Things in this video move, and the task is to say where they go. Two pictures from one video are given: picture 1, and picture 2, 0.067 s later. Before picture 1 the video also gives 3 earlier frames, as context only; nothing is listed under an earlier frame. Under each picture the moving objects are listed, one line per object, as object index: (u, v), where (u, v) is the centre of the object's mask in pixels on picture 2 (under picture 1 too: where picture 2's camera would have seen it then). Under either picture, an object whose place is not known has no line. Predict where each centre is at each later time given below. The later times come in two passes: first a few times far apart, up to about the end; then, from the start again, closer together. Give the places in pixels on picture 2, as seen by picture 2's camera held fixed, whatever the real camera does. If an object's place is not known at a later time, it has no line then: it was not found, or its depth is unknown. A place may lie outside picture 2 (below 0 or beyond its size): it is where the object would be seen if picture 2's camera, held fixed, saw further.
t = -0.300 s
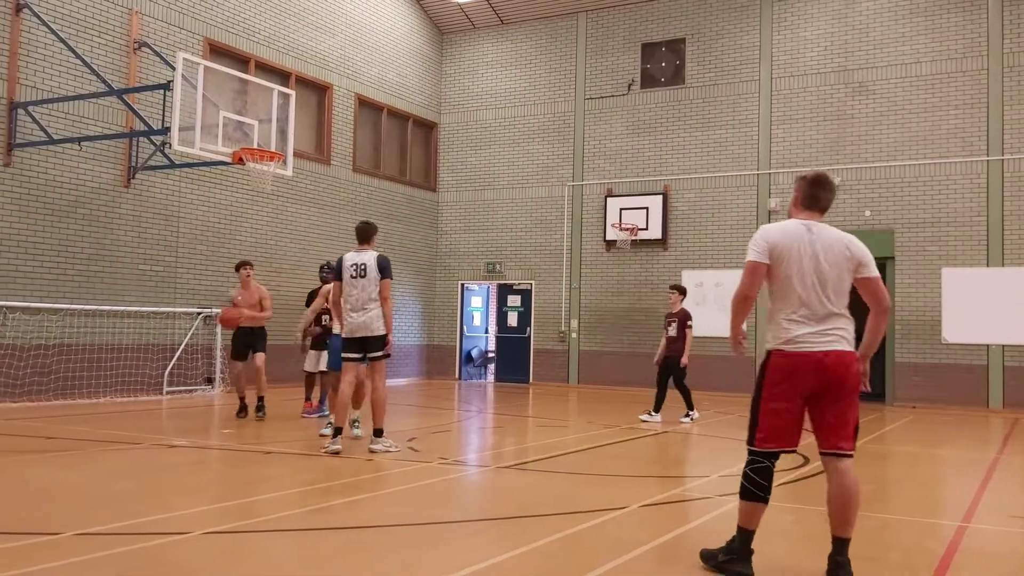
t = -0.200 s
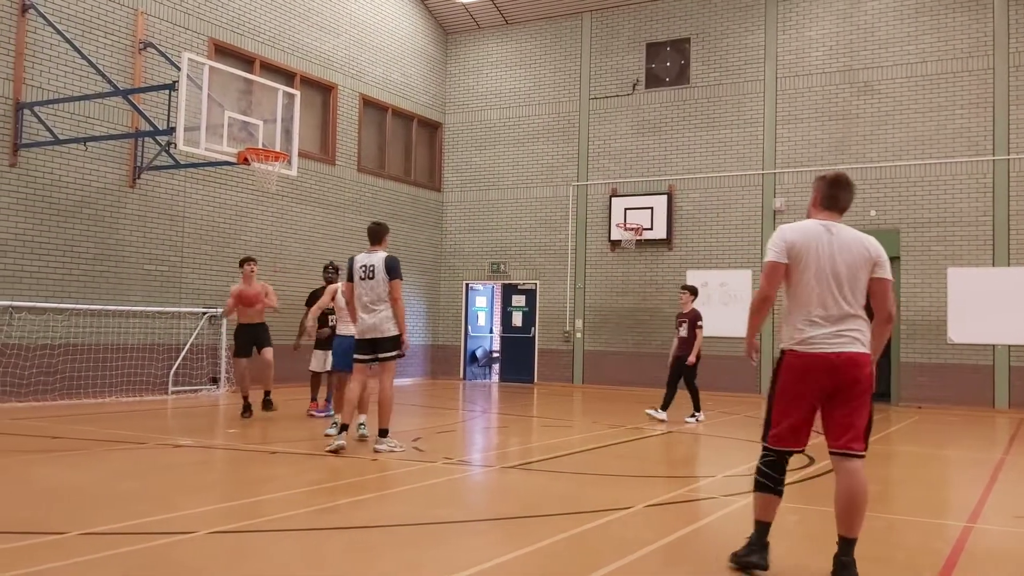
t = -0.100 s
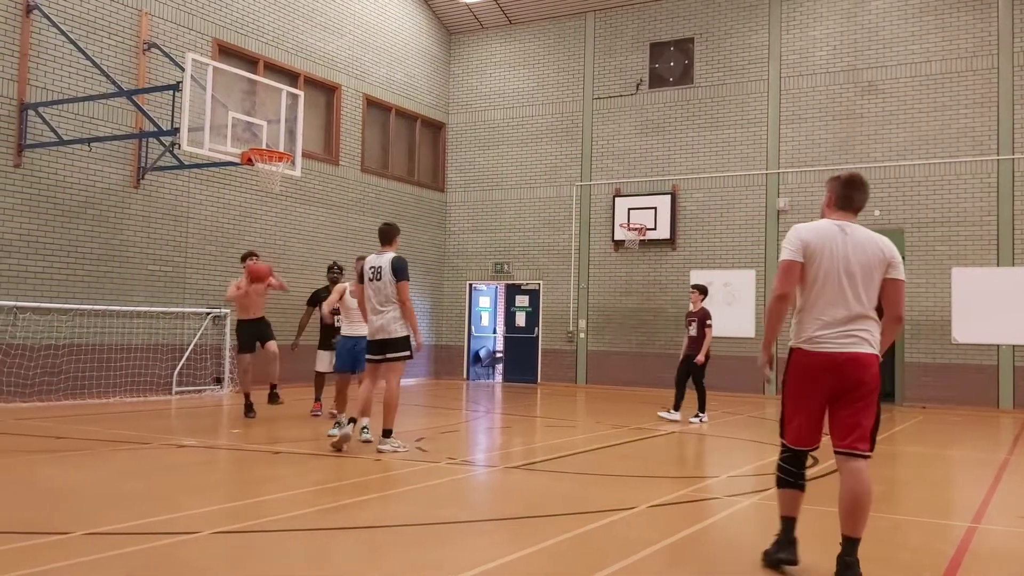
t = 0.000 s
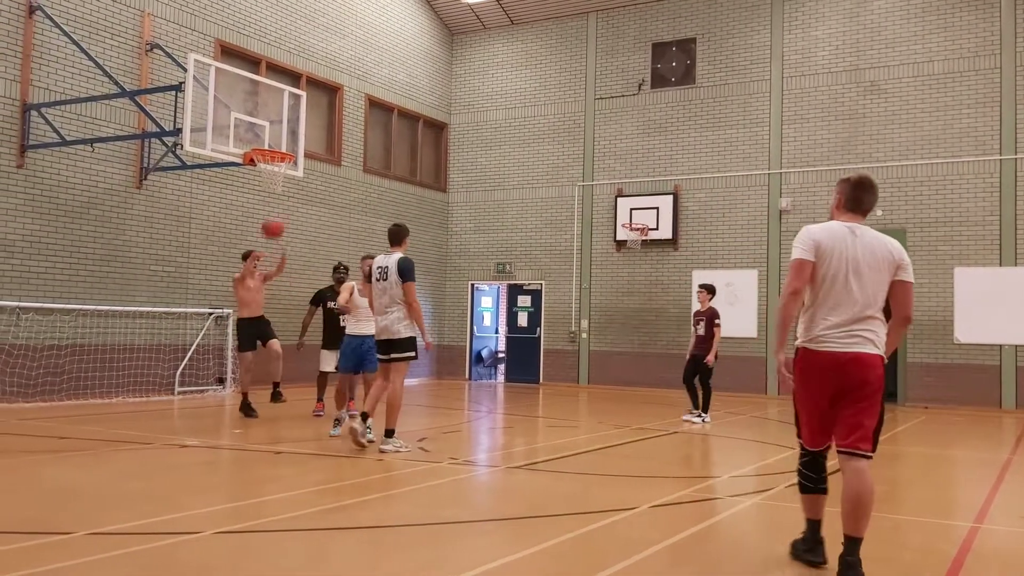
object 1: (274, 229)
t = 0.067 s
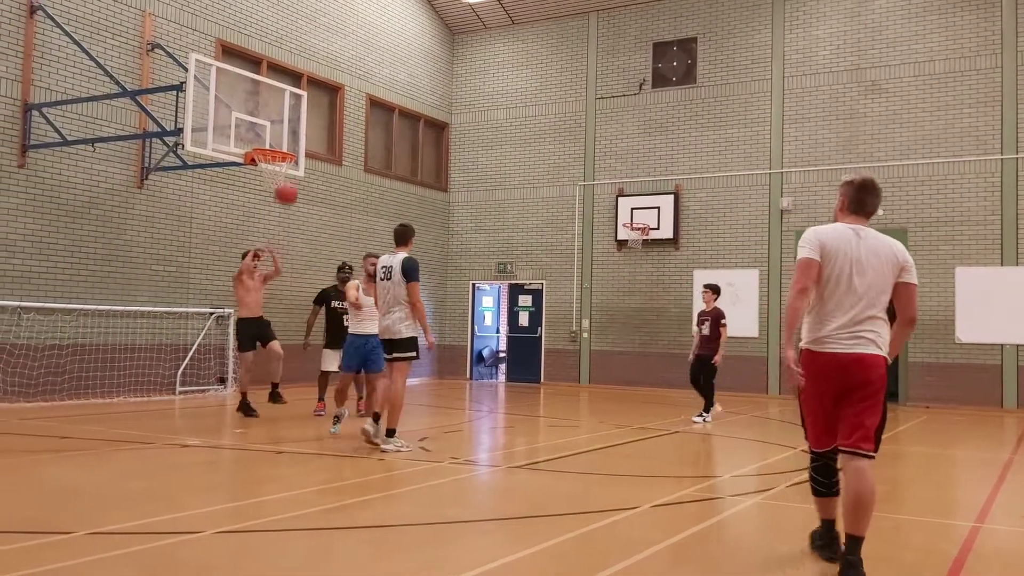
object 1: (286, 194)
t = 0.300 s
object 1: (333, 94)
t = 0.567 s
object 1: (396, 30)
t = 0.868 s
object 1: (484, 46)
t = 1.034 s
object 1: (547, 115)
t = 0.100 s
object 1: (293, 178)
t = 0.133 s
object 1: (300, 162)
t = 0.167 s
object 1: (307, 147)
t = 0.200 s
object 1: (313, 133)
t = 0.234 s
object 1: (319, 120)
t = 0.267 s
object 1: (326, 106)
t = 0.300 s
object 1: (333, 94)
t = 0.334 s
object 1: (341, 83)
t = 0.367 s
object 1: (348, 73)
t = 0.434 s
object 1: (363, 55)
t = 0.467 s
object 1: (371, 47)
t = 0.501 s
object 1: (379, 40)
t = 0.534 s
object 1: (387, 35)
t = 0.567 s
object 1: (396, 30)
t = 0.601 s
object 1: (405, 27)
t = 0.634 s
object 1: (413, 24)
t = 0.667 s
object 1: (423, 23)
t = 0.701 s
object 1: (432, 23)
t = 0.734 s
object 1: (442, 24)
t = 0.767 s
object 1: (452, 27)
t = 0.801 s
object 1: (461, 32)
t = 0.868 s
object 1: (484, 46)
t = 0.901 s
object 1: (495, 56)
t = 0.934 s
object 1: (508, 67)
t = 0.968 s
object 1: (519, 81)
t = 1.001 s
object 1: (532, 97)
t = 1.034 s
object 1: (547, 115)
